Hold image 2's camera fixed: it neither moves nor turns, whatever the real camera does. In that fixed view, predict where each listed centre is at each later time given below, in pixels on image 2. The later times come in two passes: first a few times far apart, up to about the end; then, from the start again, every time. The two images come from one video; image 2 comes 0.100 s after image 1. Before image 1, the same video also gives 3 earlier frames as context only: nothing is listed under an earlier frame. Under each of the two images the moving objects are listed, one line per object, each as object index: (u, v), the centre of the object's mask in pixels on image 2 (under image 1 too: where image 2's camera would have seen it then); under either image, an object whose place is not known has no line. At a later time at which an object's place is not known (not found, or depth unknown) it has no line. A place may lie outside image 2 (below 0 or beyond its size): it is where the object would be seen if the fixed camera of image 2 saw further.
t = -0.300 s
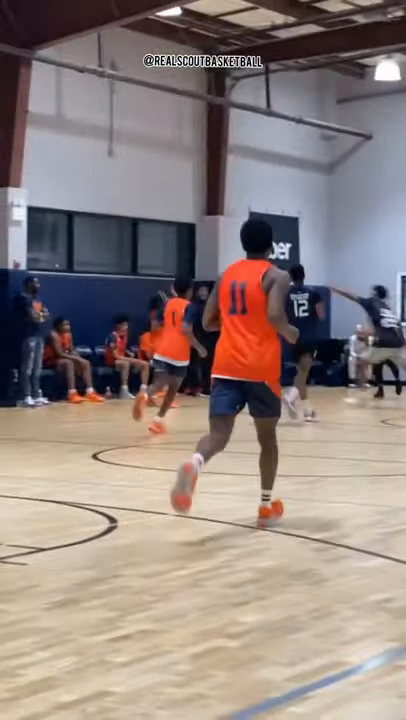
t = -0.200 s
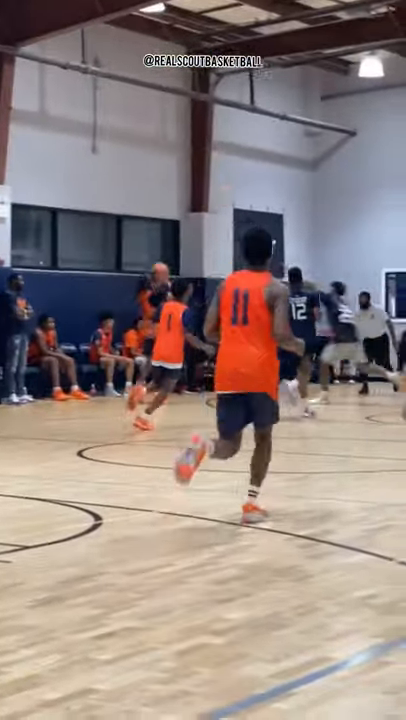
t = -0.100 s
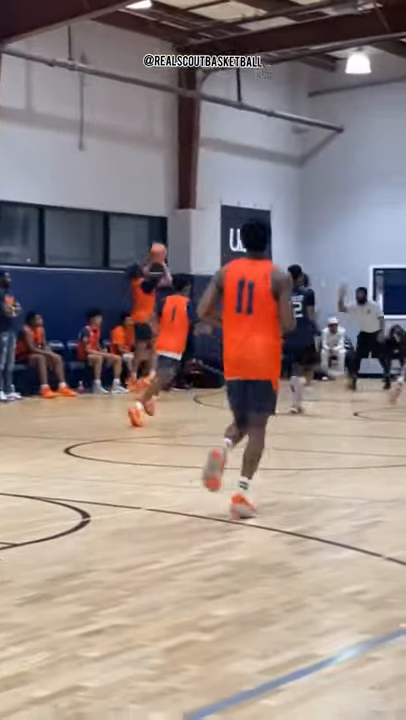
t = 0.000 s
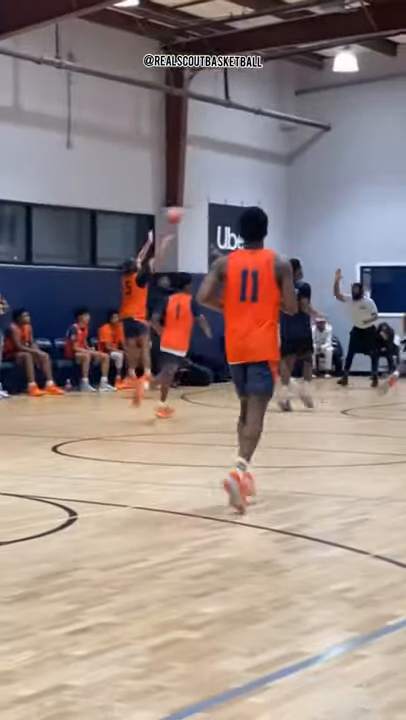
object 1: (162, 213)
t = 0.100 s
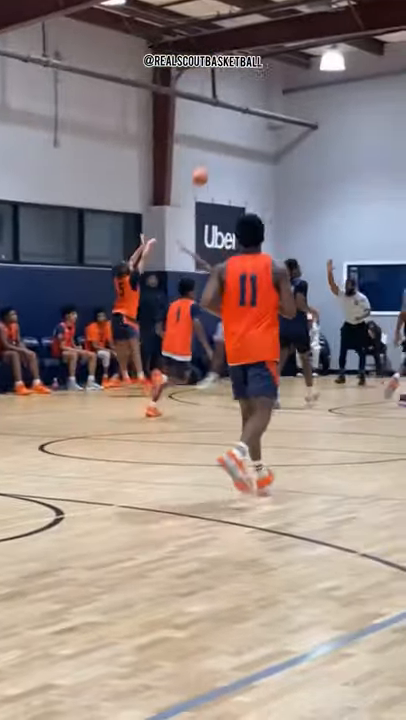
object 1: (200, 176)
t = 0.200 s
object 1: (239, 146)
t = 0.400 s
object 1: (312, 105)
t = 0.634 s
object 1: (397, 88)
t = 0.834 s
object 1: (466, 103)
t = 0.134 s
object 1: (211, 167)
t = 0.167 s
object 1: (224, 155)
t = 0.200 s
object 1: (239, 146)
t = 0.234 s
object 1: (251, 137)
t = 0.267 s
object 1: (263, 131)
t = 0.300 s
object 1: (274, 122)
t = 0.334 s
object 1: (289, 115)
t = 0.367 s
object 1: (300, 108)
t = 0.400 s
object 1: (312, 105)
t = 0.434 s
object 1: (324, 100)
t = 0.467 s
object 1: (337, 97)
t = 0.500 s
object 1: (349, 93)
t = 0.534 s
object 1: (361, 91)
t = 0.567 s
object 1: (373, 89)
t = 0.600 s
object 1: (385, 88)
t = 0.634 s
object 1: (397, 88)
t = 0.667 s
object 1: (408, 89)
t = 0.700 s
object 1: (420, 91)
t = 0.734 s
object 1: (432, 93)
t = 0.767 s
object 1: (444, 95)
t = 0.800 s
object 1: (455, 99)
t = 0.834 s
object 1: (466, 103)
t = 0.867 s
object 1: (478, 108)
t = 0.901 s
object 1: (488, 117)
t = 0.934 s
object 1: (500, 124)
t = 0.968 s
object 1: (511, 131)
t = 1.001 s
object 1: (523, 140)
